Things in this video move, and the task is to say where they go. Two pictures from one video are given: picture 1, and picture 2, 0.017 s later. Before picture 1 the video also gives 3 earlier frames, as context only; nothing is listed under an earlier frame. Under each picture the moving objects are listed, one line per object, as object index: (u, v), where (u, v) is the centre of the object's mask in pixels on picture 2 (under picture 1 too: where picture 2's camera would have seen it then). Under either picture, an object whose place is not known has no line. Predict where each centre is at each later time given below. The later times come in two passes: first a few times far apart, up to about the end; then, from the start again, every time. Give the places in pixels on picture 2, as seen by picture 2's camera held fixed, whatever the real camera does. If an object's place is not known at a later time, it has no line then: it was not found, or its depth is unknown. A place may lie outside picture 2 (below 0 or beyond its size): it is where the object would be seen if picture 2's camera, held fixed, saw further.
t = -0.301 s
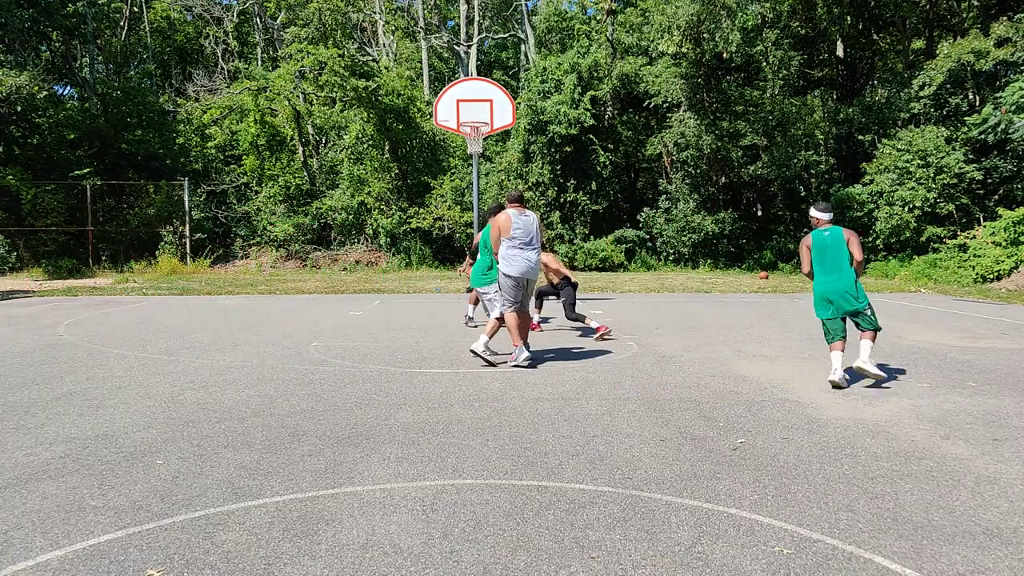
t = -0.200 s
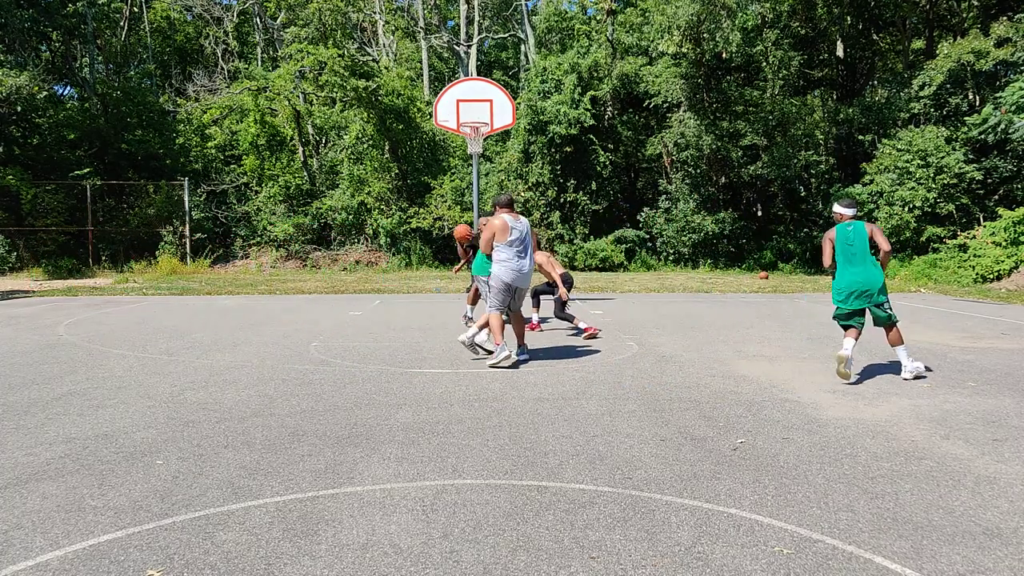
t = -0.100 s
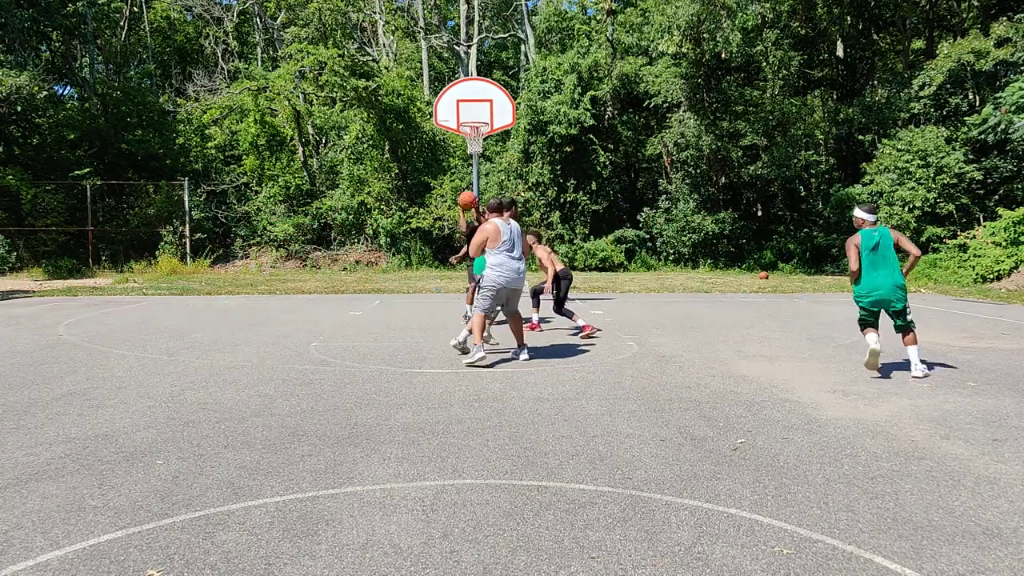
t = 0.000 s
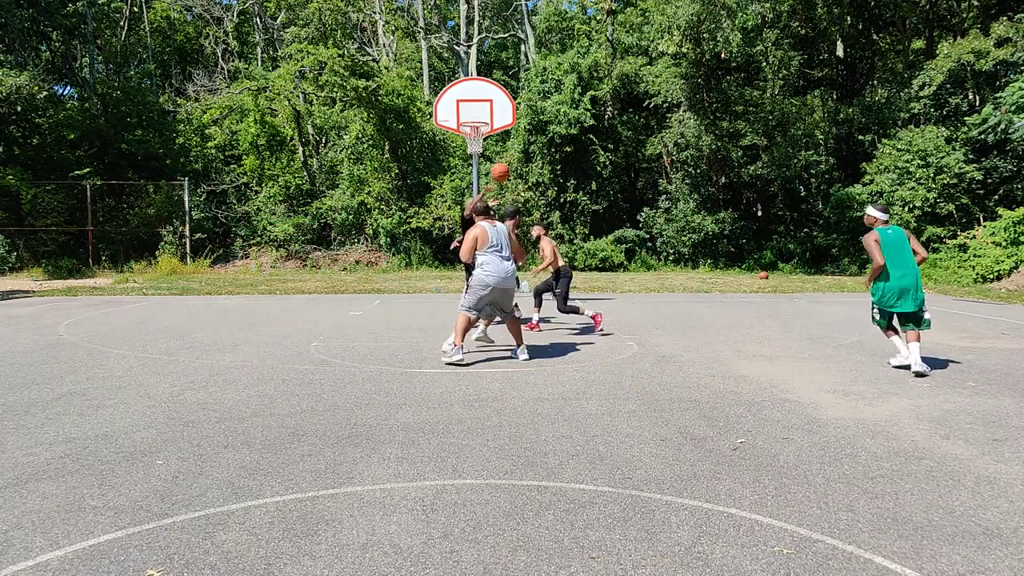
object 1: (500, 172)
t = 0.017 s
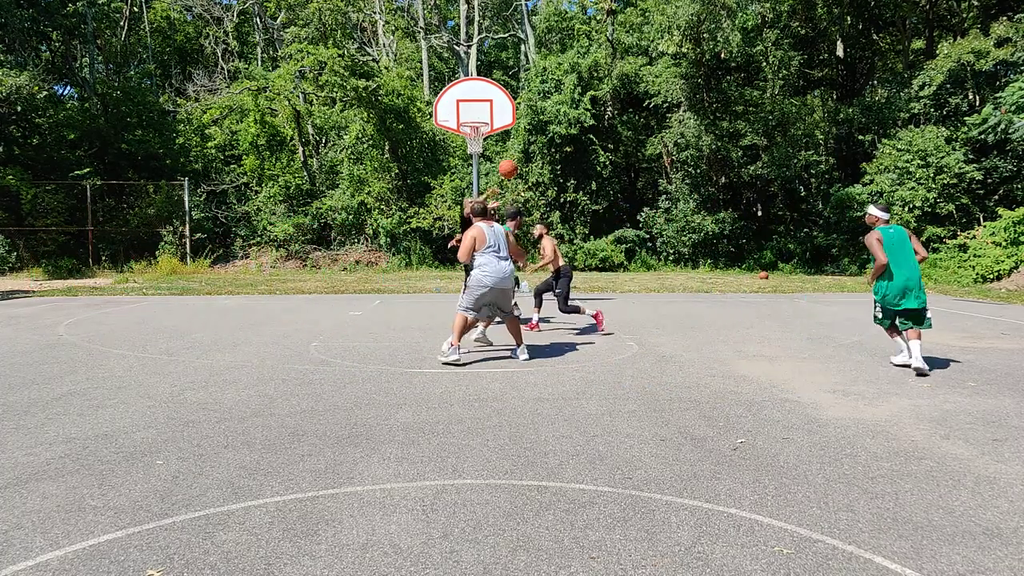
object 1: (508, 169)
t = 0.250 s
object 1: (631, 135)
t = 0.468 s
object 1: (772, 144)
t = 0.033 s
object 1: (515, 164)
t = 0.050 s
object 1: (523, 161)
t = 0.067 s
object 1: (532, 158)
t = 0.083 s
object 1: (540, 155)
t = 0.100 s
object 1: (549, 152)
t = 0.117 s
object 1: (557, 150)
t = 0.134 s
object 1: (566, 147)
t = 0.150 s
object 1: (575, 145)
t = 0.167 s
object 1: (584, 143)
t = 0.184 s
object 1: (593, 141)
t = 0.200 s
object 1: (602, 139)
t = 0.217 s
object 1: (612, 138)
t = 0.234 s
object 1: (622, 136)
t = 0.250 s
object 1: (631, 135)
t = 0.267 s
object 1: (641, 135)
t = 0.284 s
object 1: (651, 134)
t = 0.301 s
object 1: (661, 133)
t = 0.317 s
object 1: (672, 133)
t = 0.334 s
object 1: (682, 133)
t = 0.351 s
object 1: (693, 133)
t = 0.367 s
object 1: (704, 134)
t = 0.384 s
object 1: (715, 135)
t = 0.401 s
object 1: (726, 136)
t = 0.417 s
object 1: (737, 138)
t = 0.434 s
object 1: (749, 140)
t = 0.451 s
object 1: (760, 142)
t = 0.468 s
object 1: (772, 144)
